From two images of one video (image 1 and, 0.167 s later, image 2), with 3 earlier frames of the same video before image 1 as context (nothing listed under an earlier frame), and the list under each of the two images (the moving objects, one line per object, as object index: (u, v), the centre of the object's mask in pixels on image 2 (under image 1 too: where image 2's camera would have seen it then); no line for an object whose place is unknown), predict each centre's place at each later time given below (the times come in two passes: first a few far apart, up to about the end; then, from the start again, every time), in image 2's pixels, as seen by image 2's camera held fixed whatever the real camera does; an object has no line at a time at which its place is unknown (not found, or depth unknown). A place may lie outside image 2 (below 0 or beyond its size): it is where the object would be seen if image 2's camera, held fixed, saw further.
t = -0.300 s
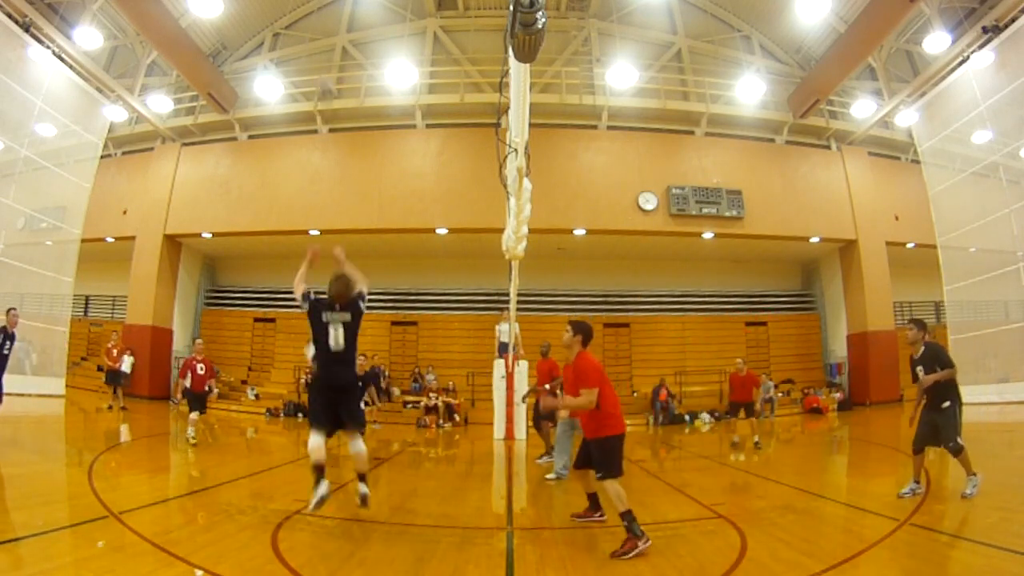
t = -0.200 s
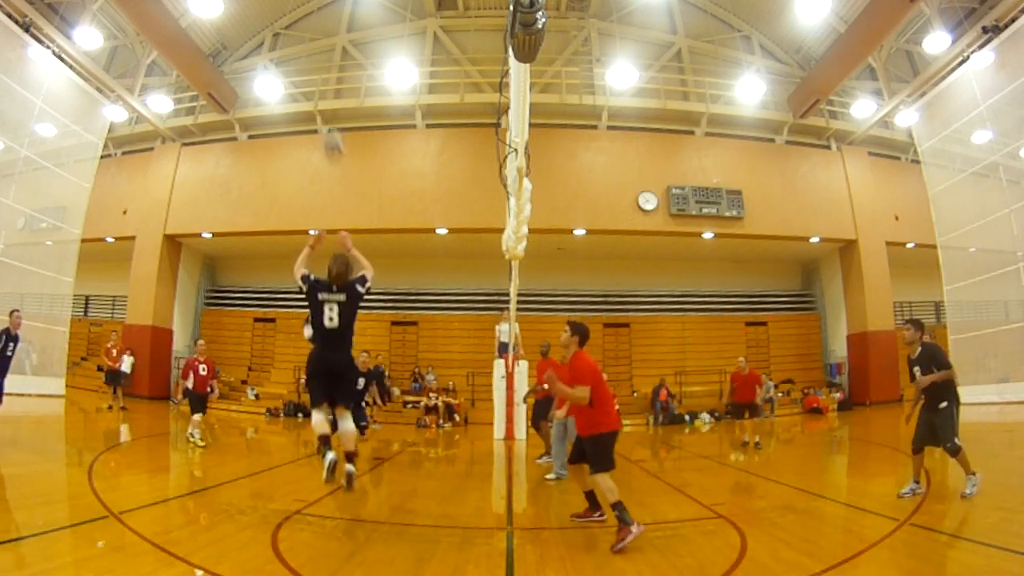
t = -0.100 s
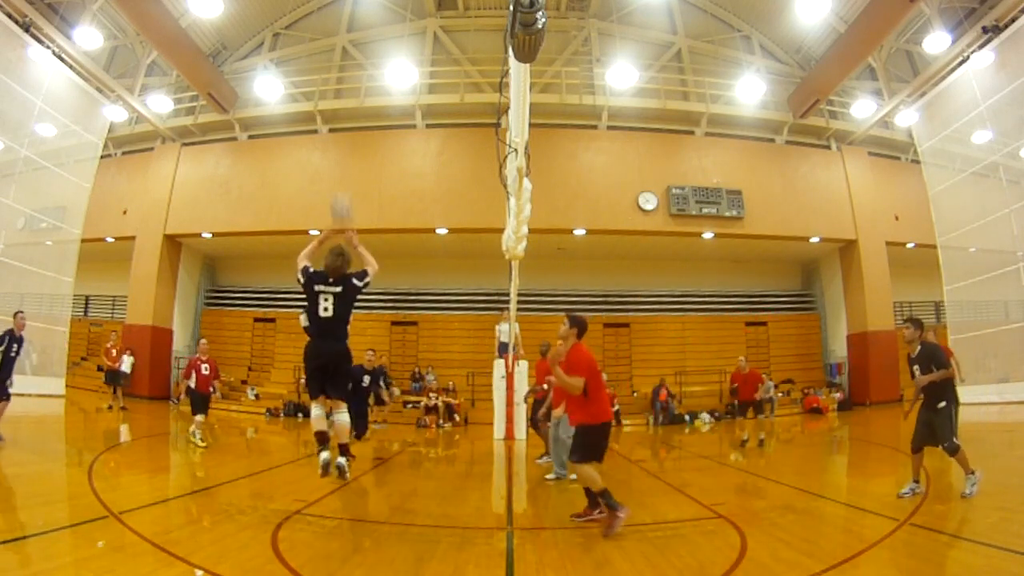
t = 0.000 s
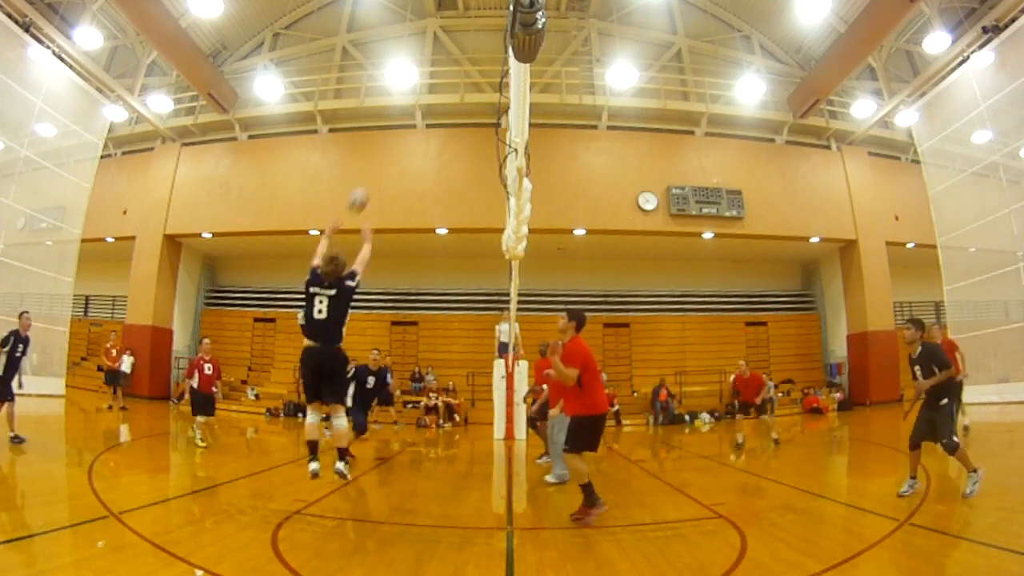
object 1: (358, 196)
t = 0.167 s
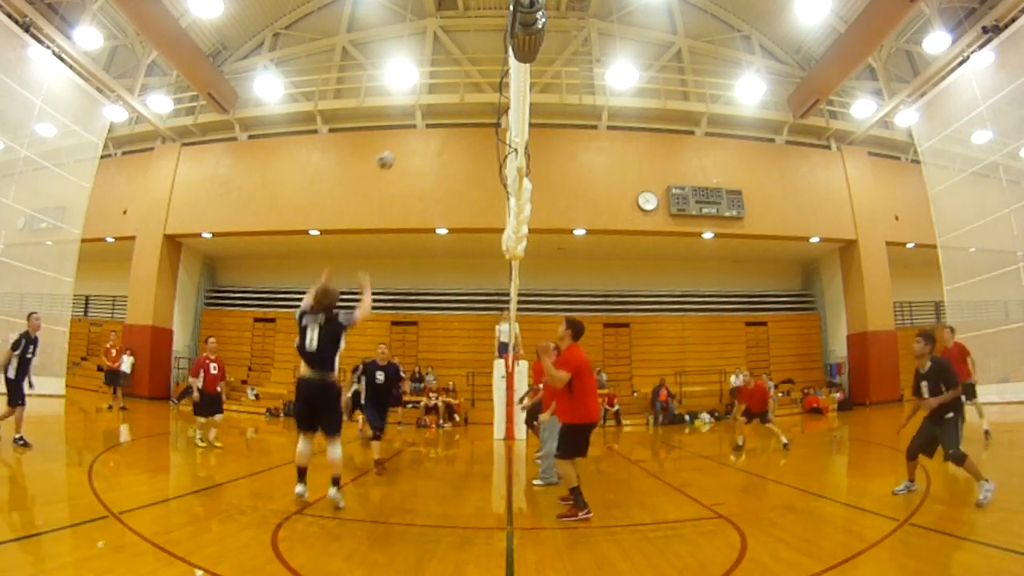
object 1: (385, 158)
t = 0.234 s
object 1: (394, 151)
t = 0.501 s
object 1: (418, 157)
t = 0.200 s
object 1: (390, 154)
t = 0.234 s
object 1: (394, 151)
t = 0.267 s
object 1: (398, 150)
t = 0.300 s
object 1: (401, 149)
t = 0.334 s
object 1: (404, 148)
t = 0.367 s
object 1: (407, 149)
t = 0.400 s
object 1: (411, 150)
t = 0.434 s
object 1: (413, 152)
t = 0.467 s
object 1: (415, 154)
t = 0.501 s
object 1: (418, 157)
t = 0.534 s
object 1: (418, 162)
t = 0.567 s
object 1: (420, 165)
